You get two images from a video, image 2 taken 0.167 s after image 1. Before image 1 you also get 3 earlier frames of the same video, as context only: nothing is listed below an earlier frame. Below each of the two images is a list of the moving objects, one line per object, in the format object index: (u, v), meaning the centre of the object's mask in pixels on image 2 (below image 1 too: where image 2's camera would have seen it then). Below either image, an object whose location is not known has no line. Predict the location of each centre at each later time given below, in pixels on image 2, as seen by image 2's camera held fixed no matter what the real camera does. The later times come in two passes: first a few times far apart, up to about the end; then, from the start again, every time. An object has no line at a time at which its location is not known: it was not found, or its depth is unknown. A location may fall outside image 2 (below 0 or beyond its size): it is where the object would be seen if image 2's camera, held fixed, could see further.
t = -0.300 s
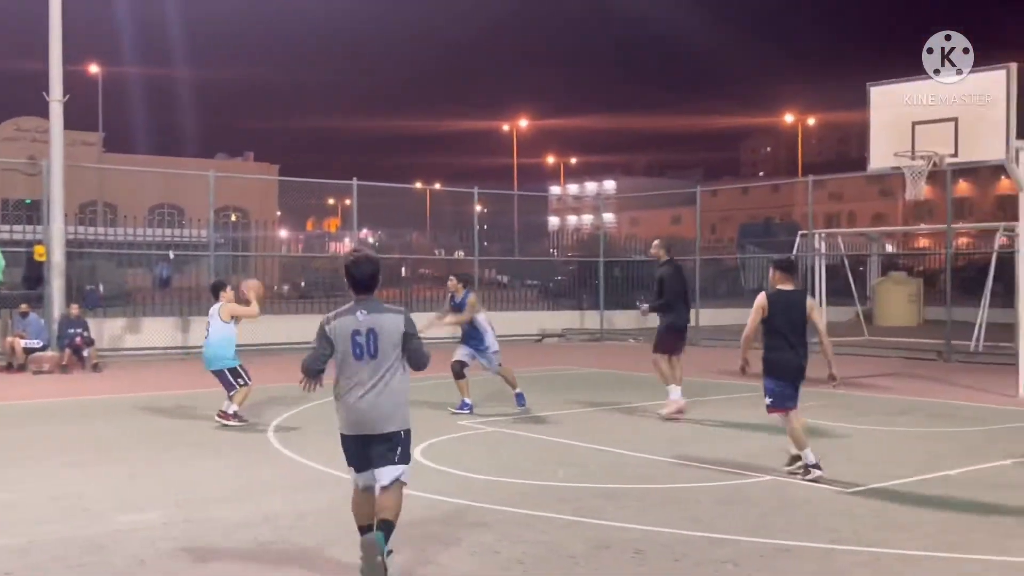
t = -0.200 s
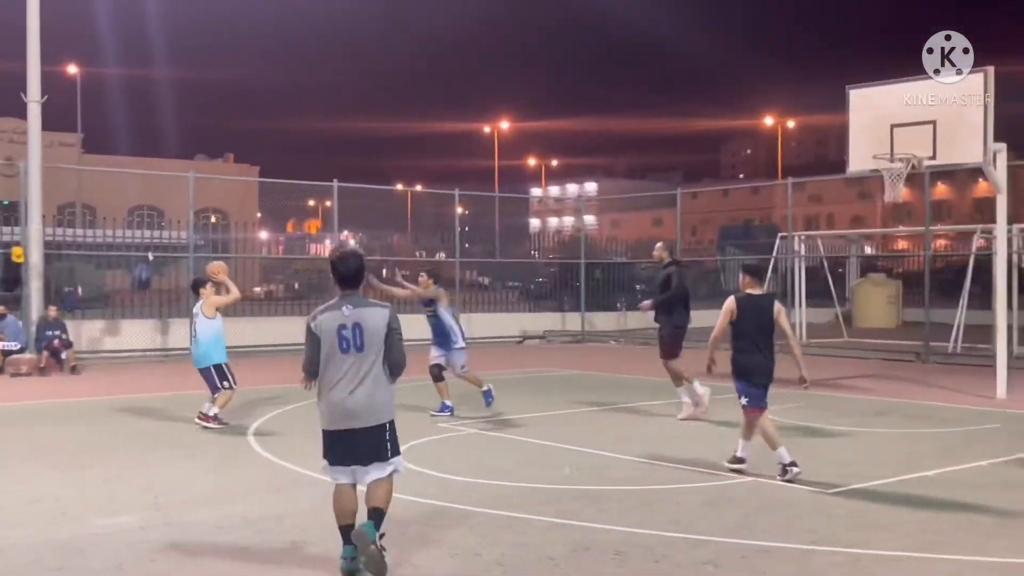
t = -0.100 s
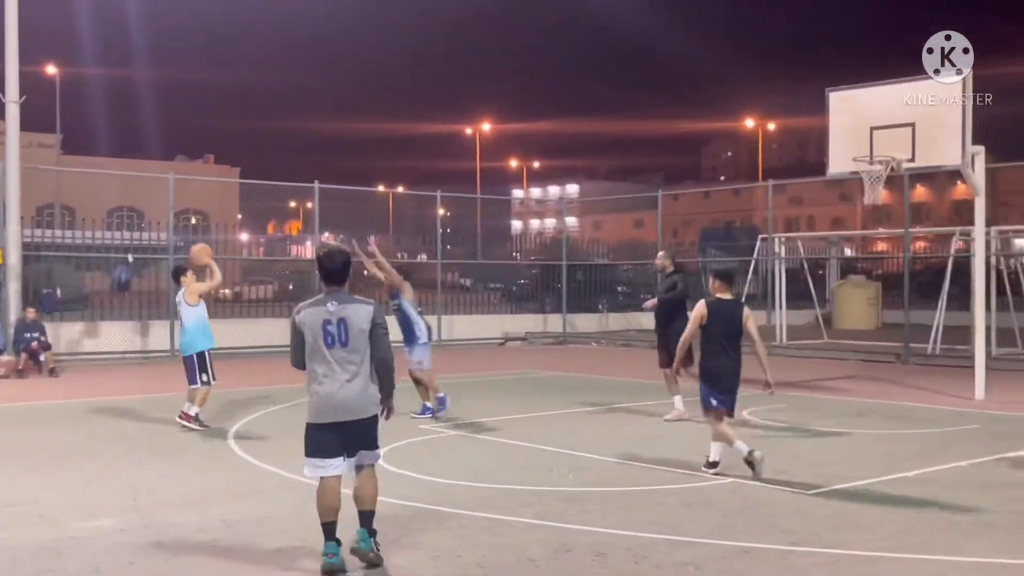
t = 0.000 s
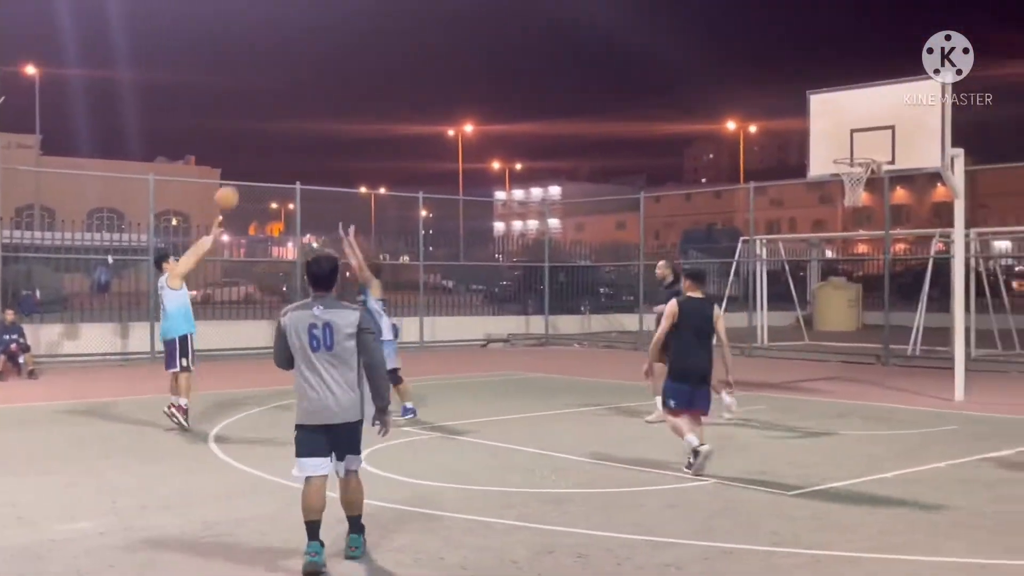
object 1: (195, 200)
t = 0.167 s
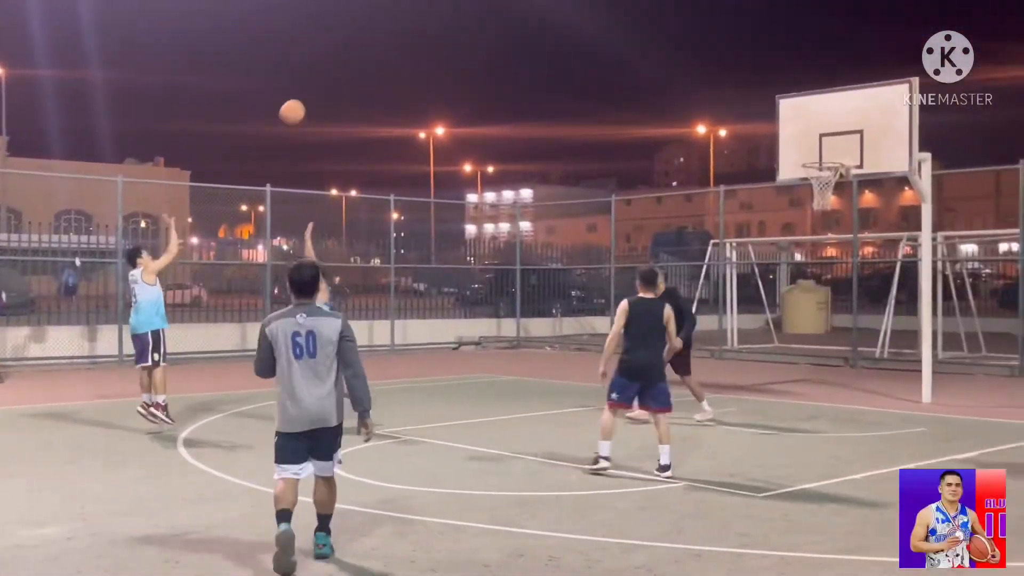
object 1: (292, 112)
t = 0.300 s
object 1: (365, 61)
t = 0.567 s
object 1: (505, 9)
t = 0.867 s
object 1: (657, 25)
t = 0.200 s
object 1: (311, 98)
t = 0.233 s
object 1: (329, 85)
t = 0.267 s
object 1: (347, 72)
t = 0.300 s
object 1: (365, 61)
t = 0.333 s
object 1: (383, 51)
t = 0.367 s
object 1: (401, 42)
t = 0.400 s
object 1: (418, 34)
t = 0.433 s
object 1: (436, 27)
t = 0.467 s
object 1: (453, 21)
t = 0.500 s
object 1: (470, 16)
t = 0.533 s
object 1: (488, 12)
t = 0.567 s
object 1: (505, 9)
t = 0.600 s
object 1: (522, 7)
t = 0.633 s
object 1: (539, 6)
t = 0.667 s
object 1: (556, 6)
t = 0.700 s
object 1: (573, 7)
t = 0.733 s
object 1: (590, 8)
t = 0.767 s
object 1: (607, 11)
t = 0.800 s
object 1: (623, 15)
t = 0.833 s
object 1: (640, 20)
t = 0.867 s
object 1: (657, 25)
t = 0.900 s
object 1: (673, 32)
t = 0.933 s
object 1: (689, 39)
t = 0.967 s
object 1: (706, 48)
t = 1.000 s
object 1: (721, 57)
